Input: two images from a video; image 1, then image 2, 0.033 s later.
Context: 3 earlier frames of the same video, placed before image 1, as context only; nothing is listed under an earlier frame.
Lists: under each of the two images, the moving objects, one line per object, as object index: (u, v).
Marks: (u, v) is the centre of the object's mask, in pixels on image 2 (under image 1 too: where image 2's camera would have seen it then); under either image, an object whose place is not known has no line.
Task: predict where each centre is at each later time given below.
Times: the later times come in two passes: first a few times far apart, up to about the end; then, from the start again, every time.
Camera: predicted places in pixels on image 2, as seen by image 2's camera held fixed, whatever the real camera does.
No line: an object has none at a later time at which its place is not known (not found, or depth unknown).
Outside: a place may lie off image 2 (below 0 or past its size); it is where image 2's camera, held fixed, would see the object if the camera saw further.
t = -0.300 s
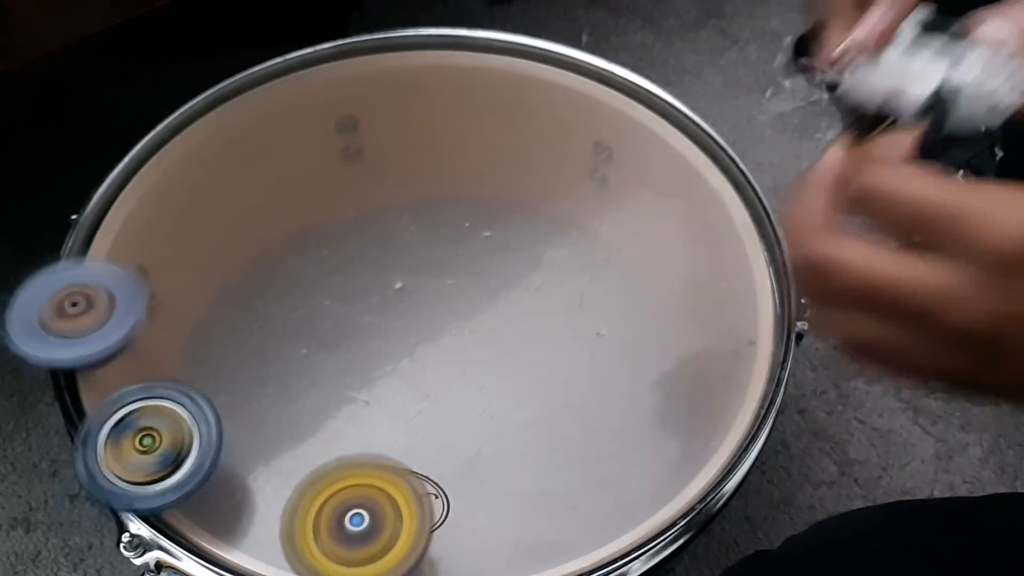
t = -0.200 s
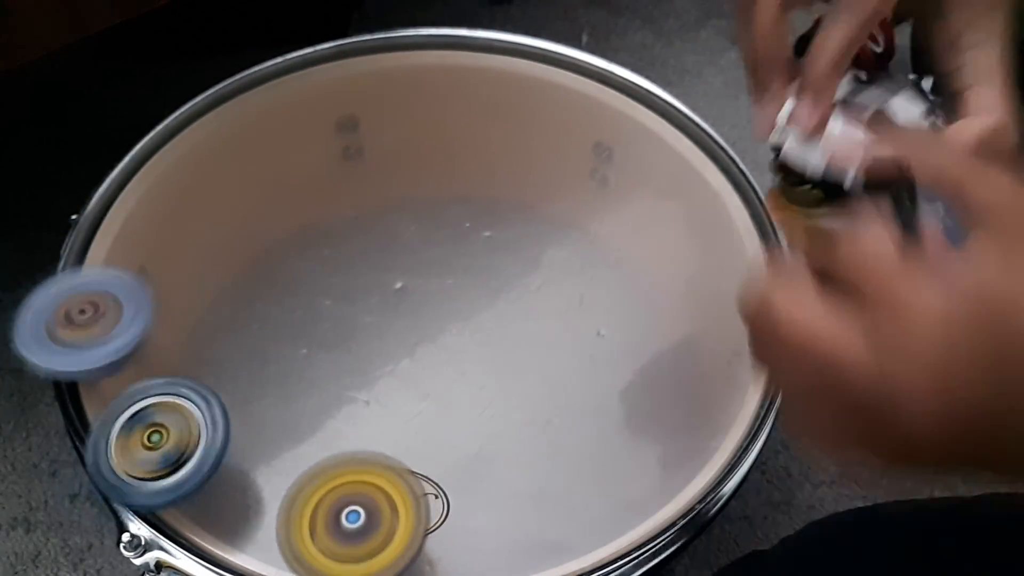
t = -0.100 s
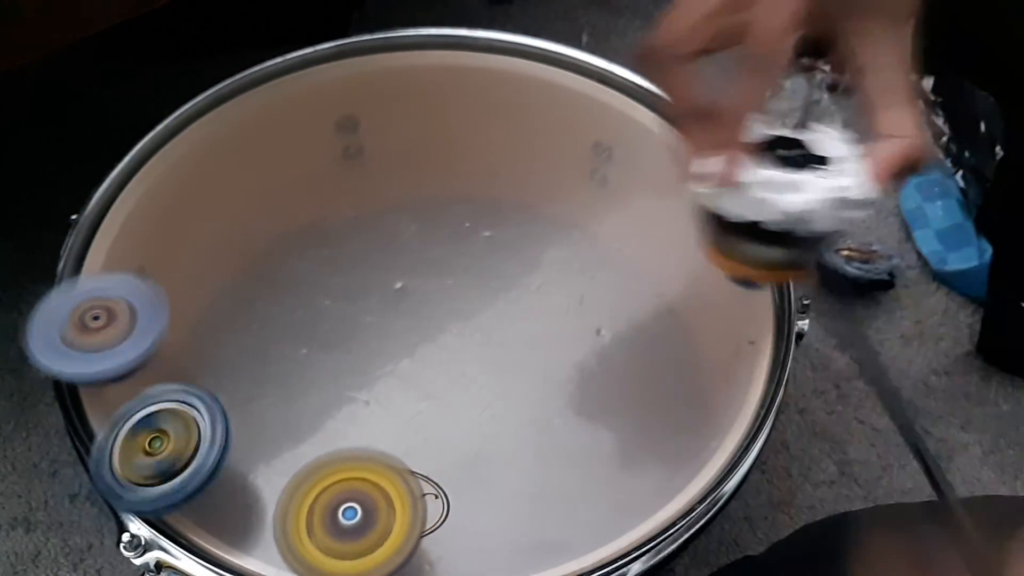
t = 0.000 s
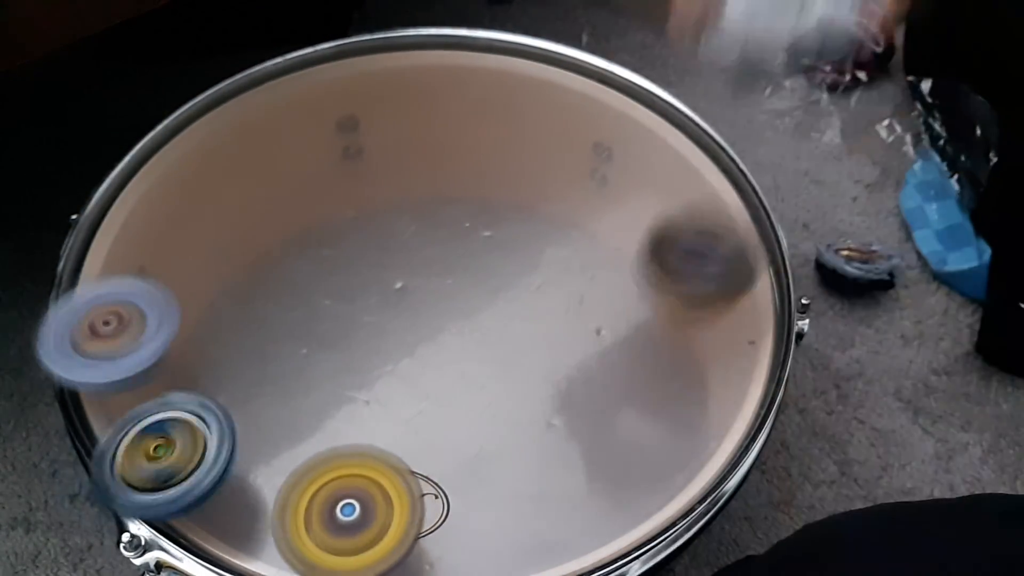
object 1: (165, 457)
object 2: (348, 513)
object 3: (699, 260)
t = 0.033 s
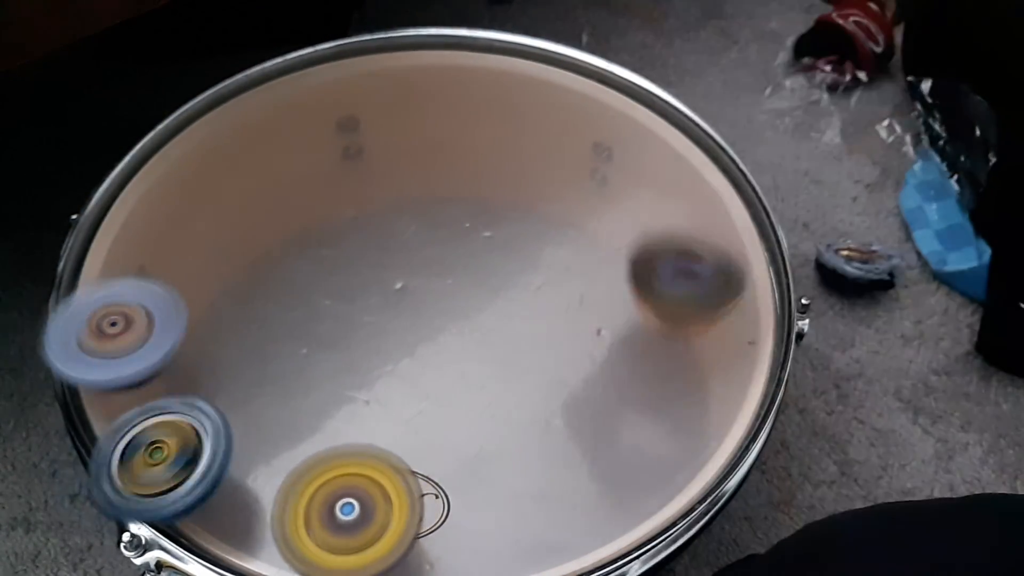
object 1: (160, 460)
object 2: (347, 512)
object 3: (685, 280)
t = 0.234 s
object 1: (134, 473)
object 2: (343, 504)
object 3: (618, 285)
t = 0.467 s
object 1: (152, 464)
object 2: (348, 495)
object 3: (479, 258)
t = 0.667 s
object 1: (160, 461)
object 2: (349, 485)
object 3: (325, 214)
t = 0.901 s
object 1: (166, 465)
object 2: (351, 476)
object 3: (220, 121)
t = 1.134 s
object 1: (167, 470)
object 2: (350, 471)
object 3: (266, 97)
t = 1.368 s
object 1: (169, 477)
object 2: (336, 462)
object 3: (338, 65)
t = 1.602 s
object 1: (184, 480)
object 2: (421, 491)
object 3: (379, 31)
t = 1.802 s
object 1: (215, 483)
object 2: (505, 521)
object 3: (418, 29)
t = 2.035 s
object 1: (208, 483)
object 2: (571, 507)
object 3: (471, 26)
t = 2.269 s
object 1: (206, 484)
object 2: (614, 487)
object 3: (505, 27)
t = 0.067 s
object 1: (156, 461)
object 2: (345, 512)
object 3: (682, 251)
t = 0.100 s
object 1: (153, 463)
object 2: (343, 511)
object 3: (676, 236)
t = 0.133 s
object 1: (150, 463)
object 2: (342, 509)
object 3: (665, 235)
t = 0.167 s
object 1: (149, 467)
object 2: (342, 508)
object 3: (652, 251)
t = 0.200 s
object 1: (140, 472)
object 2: (342, 506)
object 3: (633, 280)
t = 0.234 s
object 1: (134, 473)
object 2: (343, 504)
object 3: (618, 285)
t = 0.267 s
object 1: (127, 471)
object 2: (343, 502)
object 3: (607, 264)
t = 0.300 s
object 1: (125, 468)
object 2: (344, 501)
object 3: (591, 257)
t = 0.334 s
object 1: (128, 460)
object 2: (344, 499)
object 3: (573, 263)
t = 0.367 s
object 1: (143, 451)
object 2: (346, 498)
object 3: (555, 283)
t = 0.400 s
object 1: (152, 455)
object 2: (347, 497)
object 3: (532, 289)
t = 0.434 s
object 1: (154, 459)
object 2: (347, 496)
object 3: (507, 266)
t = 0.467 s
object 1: (152, 464)
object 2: (348, 495)
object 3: (479, 258)
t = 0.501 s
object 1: (146, 465)
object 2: (348, 493)
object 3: (454, 263)
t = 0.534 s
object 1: (143, 462)
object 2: (348, 491)
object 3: (429, 262)
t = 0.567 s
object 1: (145, 458)
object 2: (348, 489)
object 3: (402, 240)
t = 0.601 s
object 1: (150, 456)
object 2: (348, 488)
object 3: (378, 233)
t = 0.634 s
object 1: (155, 457)
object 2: (348, 486)
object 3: (351, 229)
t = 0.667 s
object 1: (160, 461)
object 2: (349, 485)
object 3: (325, 214)
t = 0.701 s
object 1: (161, 465)
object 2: (350, 483)
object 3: (300, 211)
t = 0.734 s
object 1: (157, 468)
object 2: (350, 482)
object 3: (277, 201)
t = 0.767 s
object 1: (152, 468)
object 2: (351, 481)
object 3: (263, 184)
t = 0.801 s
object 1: (154, 465)
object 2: (351, 480)
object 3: (250, 167)
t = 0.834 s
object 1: (157, 463)
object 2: (351, 478)
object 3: (239, 151)
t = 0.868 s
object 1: (161, 463)
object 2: (352, 478)
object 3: (230, 135)
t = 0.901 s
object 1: (166, 465)
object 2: (351, 476)
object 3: (220, 121)
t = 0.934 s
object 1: (168, 468)
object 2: (351, 475)
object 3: (209, 105)
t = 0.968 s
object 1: (166, 471)
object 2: (351, 475)
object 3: (200, 94)
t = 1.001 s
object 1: (165, 474)
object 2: (351, 474)
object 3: (206, 96)
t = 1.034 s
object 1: (162, 476)
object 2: (351, 474)
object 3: (218, 89)
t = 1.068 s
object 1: (159, 474)
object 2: (351, 473)
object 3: (232, 91)
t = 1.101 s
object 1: (162, 470)
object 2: (350, 472)
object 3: (249, 92)
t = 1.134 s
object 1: (167, 470)
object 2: (350, 471)
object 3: (266, 97)
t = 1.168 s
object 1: (170, 473)
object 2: (349, 470)
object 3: (278, 97)
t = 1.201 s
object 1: (172, 475)
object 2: (349, 469)
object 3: (291, 98)
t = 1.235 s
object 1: (174, 479)
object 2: (348, 468)
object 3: (304, 95)
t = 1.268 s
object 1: (172, 483)
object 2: (347, 466)
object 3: (317, 91)
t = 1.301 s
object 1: (167, 484)
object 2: (345, 465)
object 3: (325, 84)
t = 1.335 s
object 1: (165, 480)
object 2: (341, 462)
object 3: (332, 74)
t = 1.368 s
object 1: (169, 477)
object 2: (336, 462)
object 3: (338, 65)
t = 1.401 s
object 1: (175, 479)
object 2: (331, 463)
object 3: (345, 54)
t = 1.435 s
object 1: (171, 479)
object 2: (338, 467)
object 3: (350, 45)
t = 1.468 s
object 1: (161, 476)
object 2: (356, 471)
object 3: (357, 33)
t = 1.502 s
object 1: (170, 472)
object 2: (373, 475)
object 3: (363, 28)
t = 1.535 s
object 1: (172, 462)
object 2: (388, 479)
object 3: (370, 26)
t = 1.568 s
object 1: (182, 473)
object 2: (406, 485)
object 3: (375, 28)
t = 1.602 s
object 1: (184, 480)
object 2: (421, 491)
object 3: (379, 31)
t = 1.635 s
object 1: (193, 486)
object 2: (437, 498)
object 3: (384, 34)
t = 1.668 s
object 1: (196, 487)
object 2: (452, 506)
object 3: (389, 35)
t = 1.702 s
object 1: (206, 484)
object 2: (467, 513)
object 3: (394, 35)
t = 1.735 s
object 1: (212, 483)
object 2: (481, 518)
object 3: (402, 34)
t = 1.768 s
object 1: (215, 483)
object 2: (494, 523)
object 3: (409, 33)
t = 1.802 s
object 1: (215, 483)
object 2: (505, 521)
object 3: (418, 29)
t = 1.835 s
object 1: (213, 483)
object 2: (517, 518)
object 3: (428, 27)
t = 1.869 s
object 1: (208, 483)
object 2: (528, 518)
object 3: (438, 24)
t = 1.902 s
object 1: (204, 484)
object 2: (538, 514)
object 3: (449, 23)
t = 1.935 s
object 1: (204, 484)
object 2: (548, 513)
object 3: (455, 25)
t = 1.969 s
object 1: (207, 483)
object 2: (556, 512)
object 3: (460, 26)
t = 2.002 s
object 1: (208, 483)
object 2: (564, 509)
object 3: (464, 27)
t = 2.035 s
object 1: (208, 483)
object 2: (571, 507)
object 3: (471, 26)
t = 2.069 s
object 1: (207, 483)
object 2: (579, 505)
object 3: (478, 26)
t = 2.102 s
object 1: (206, 484)
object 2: (585, 502)
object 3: (485, 25)
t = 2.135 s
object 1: (207, 484)
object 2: (592, 499)
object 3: (491, 25)
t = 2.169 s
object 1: (207, 484)
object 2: (597, 496)
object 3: (497, 26)
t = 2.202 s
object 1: (207, 484)
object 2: (603, 494)
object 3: (501, 26)
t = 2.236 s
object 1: (206, 484)
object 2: (608, 491)
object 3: (504, 27)
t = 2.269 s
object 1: (206, 484)
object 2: (614, 487)
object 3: (505, 27)
